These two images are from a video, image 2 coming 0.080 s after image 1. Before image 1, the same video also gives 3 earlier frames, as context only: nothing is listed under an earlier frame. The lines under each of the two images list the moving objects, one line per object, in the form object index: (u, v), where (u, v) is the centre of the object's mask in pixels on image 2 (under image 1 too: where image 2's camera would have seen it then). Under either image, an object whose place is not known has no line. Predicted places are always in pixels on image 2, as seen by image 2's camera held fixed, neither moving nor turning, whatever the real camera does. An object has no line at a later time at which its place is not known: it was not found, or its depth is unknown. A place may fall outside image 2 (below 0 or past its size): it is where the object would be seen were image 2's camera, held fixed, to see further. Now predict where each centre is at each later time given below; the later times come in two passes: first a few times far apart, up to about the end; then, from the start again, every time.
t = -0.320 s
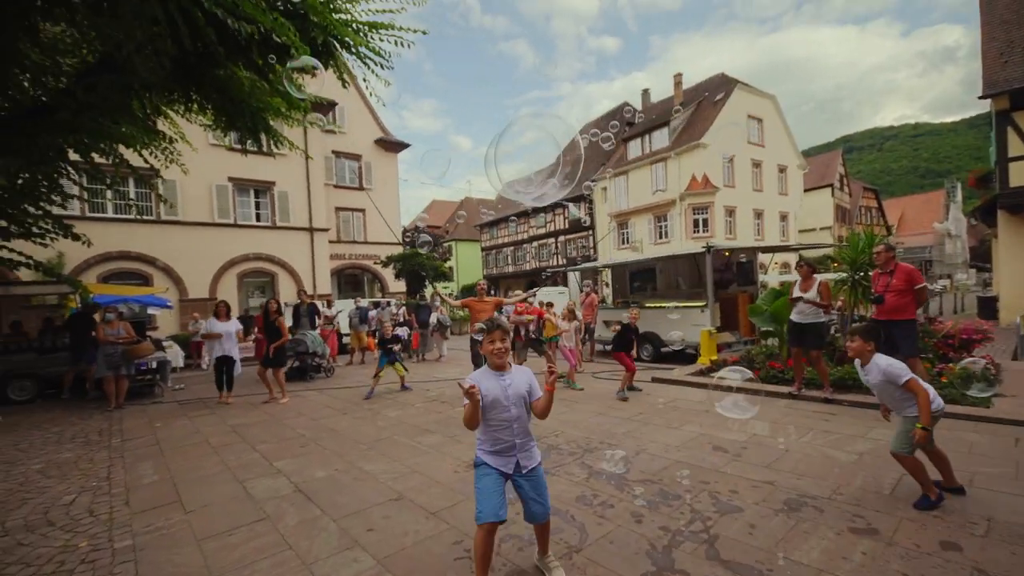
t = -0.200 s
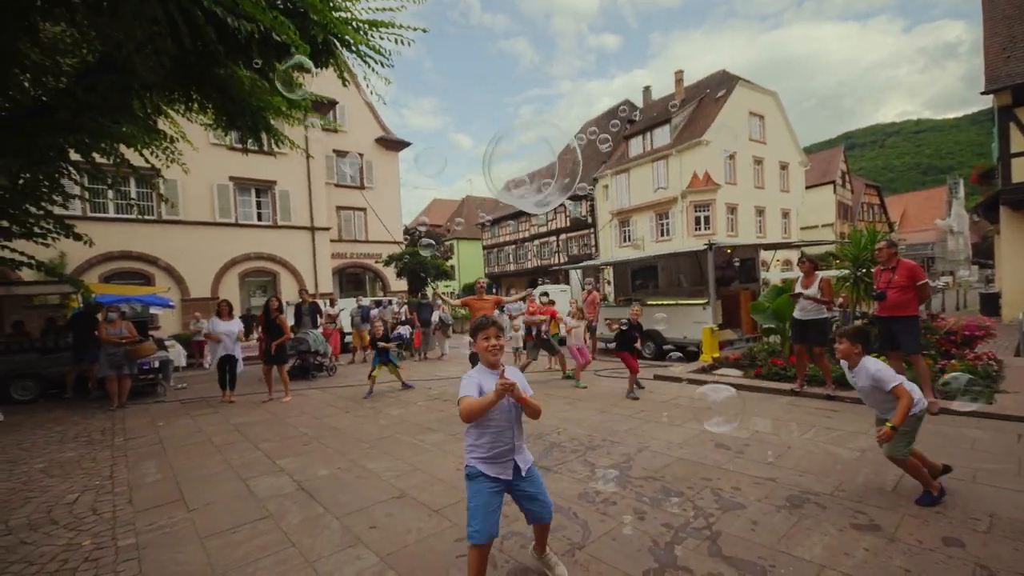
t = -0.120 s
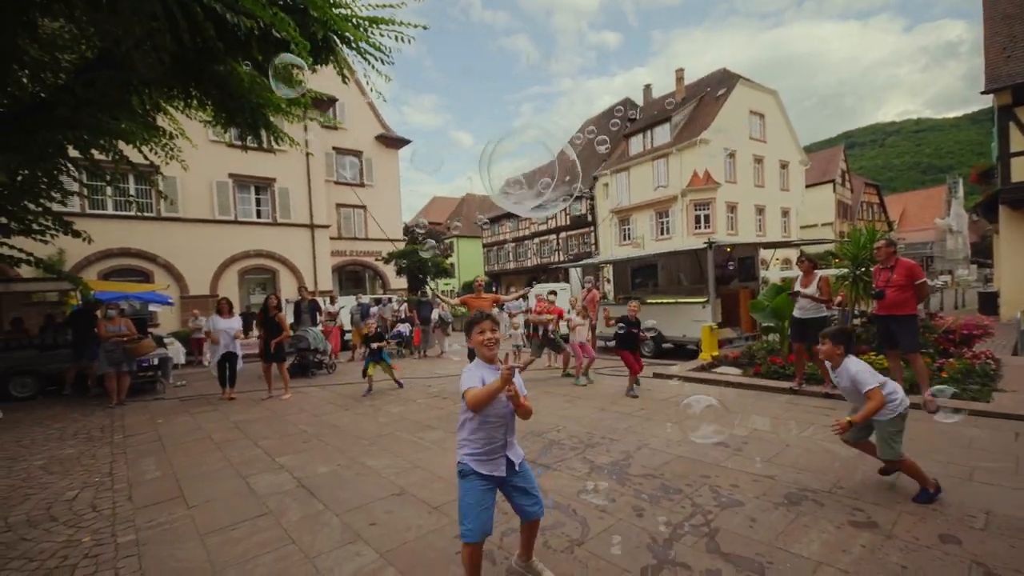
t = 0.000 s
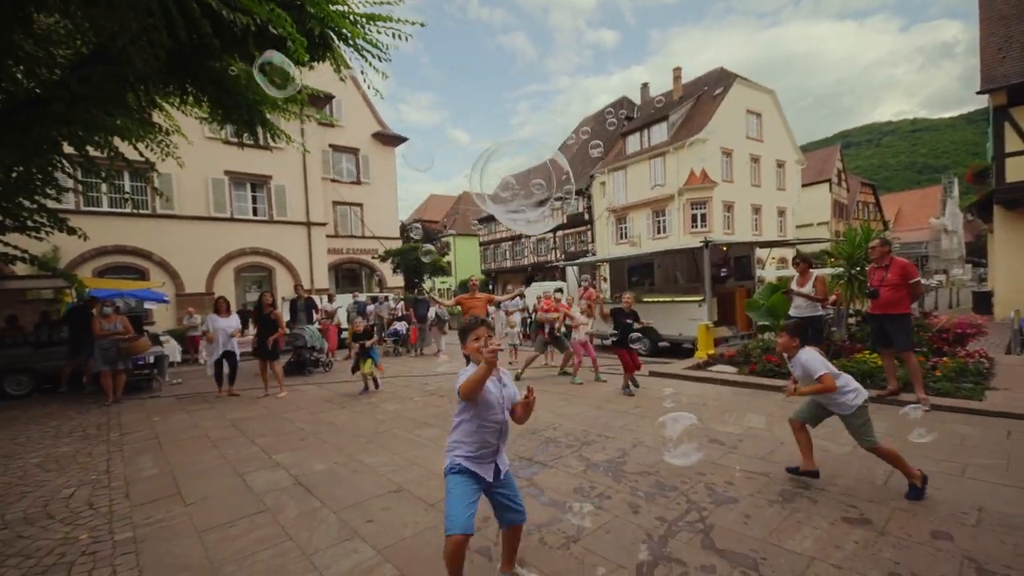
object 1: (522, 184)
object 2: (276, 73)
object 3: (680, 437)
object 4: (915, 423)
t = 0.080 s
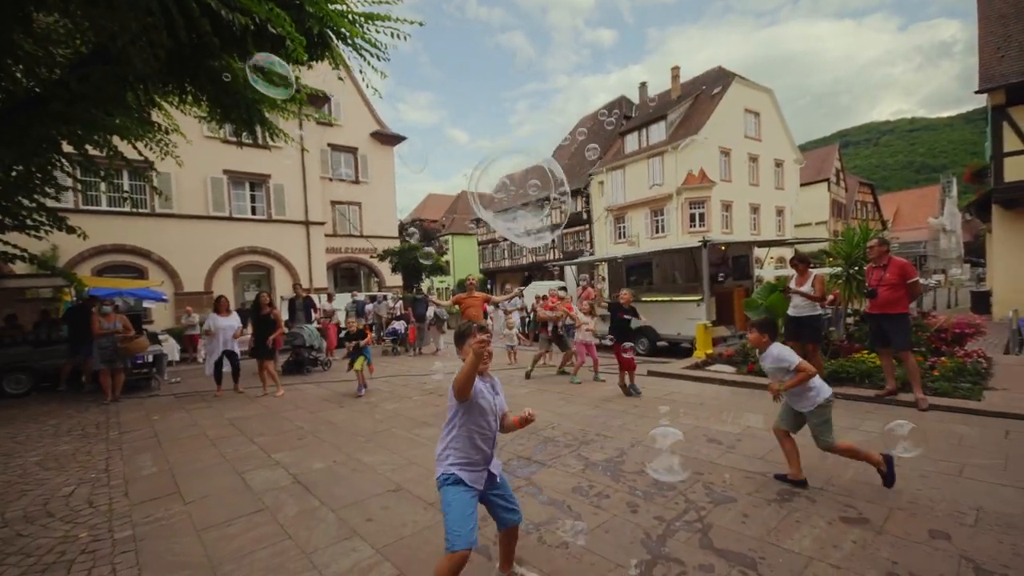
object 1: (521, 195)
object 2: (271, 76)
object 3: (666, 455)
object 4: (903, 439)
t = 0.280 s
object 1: (522, 221)
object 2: (256, 79)
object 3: (641, 493)
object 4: (881, 481)
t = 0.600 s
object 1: (537, 252)
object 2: (235, 80)
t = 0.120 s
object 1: (521, 201)
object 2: (268, 77)
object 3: (661, 463)
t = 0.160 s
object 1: (521, 207)
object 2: (265, 77)
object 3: (655, 470)
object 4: (893, 455)
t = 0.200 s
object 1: (520, 211)
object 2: (261, 78)
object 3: (651, 477)
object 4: (890, 463)
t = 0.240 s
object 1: (522, 217)
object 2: (259, 78)
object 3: (644, 485)
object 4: (884, 472)
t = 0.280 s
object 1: (522, 221)
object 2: (256, 79)
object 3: (641, 493)
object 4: (881, 481)
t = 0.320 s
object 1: (522, 225)
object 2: (253, 79)
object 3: (639, 500)
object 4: (876, 490)
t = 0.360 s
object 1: (523, 229)
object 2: (250, 79)
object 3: (632, 510)
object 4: (875, 499)
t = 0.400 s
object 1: (525, 232)
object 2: (248, 79)
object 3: (629, 521)
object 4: (873, 507)
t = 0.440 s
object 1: (527, 235)
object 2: (245, 80)
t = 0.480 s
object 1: (529, 237)
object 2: (242, 80)
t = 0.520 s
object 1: (530, 239)
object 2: (239, 80)
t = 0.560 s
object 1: (534, 247)
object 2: (237, 81)
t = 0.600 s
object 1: (537, 252)
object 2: (235, 80)
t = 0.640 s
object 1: (539, 256)
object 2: (232, 81)
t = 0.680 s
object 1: (540, 260)
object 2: (230, 81)
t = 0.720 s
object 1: (542, 265)
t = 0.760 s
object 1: (545, 272)
